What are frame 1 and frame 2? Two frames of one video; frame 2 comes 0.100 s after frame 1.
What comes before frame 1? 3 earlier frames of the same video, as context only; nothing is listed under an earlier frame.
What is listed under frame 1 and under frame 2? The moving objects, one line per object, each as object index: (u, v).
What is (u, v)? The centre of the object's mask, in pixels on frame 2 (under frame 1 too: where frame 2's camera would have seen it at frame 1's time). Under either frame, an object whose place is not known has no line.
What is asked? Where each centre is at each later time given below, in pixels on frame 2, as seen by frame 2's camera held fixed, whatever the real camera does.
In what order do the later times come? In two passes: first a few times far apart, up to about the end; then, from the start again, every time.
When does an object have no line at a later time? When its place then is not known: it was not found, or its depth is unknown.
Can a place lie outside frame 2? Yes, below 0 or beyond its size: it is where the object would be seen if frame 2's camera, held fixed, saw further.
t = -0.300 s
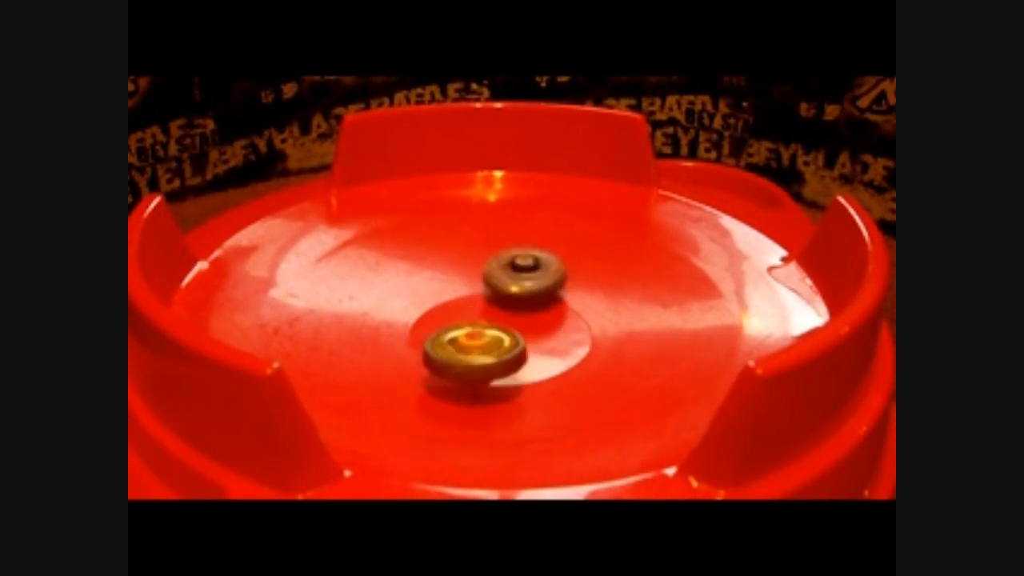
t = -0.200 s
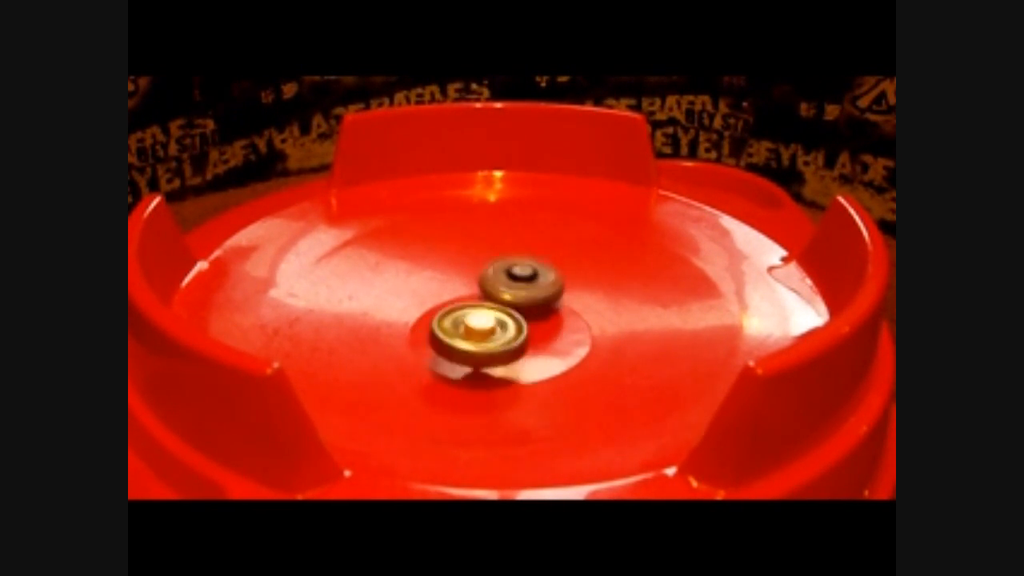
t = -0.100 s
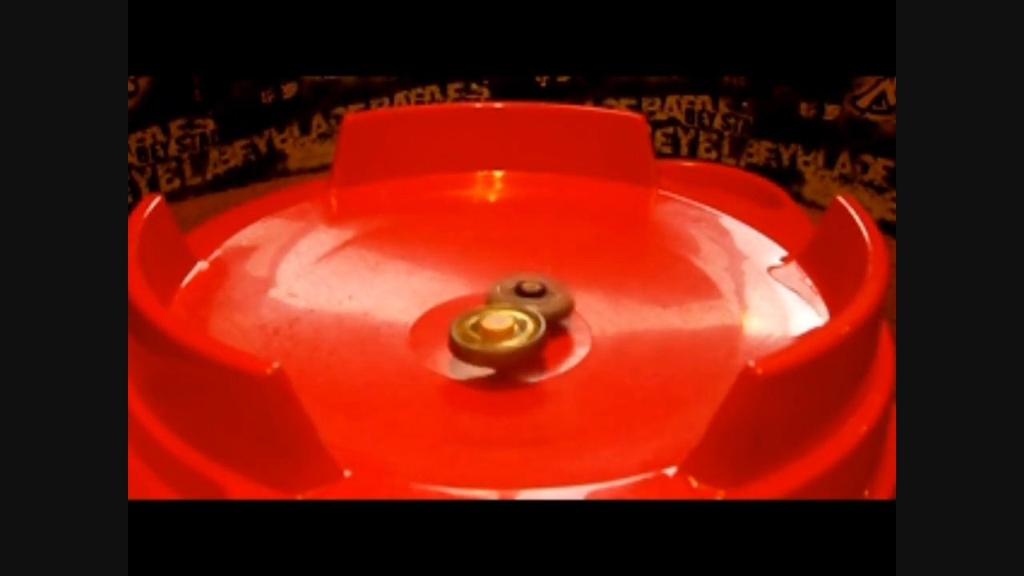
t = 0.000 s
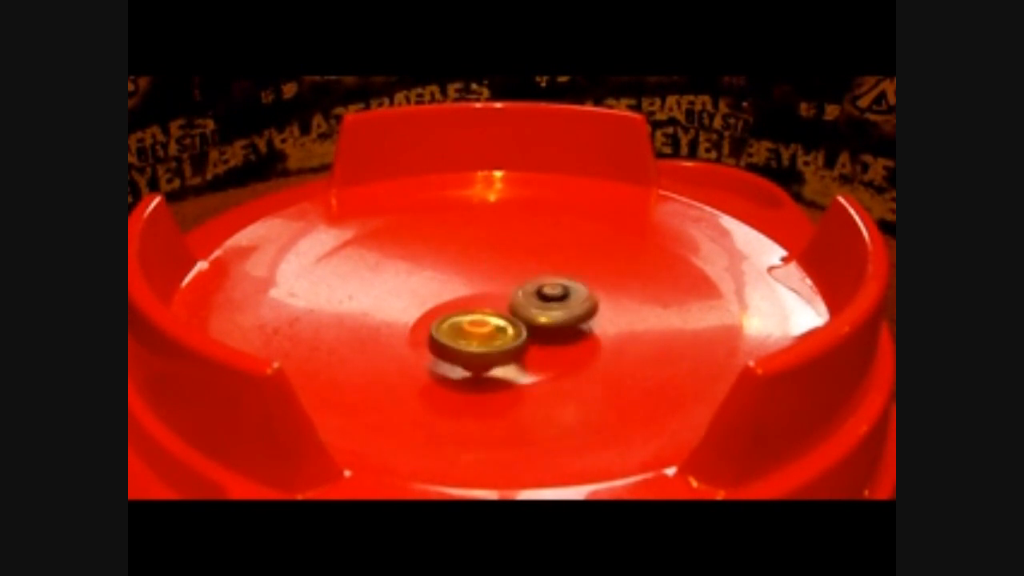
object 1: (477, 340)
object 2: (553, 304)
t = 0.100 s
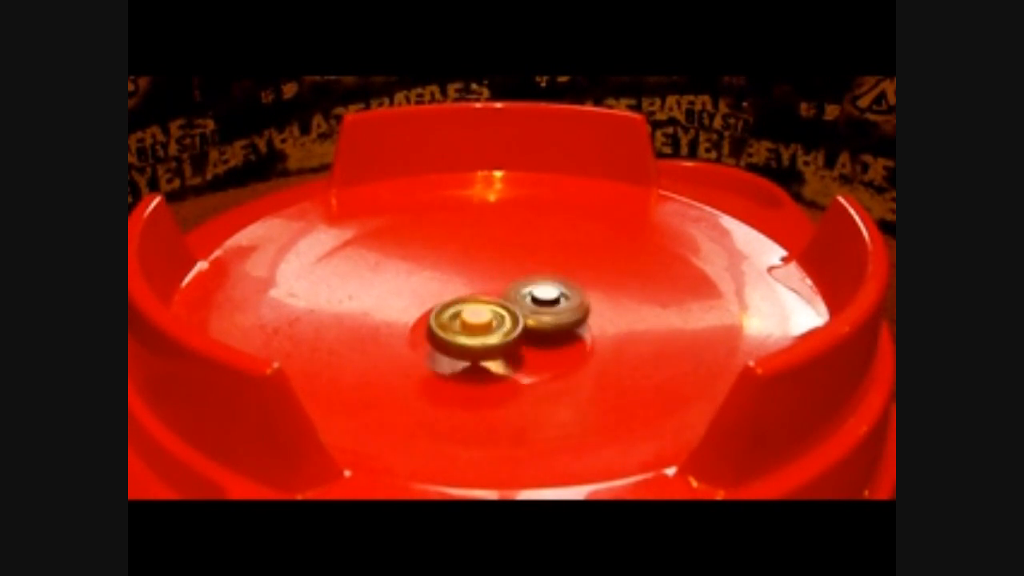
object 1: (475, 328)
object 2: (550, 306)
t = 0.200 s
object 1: (456, 342)
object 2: (563, 307)
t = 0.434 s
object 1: (457, 343)
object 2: (555, 326)
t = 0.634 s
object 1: (458, 336)
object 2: (548, 326)
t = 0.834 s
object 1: (442, 337)
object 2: (588, 319)
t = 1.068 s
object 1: (440, 335)
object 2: (565, 343)
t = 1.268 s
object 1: (430, 332)
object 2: (556, 347)
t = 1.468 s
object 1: (416, 322)
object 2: (547, 350)
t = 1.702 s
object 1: (412, 317)
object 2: (504, 351)
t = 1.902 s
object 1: (413, 297)
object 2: (492, 358)
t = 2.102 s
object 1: (411, 303)
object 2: (463, 355)
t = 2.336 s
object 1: (412, 304)
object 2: (468, 354)
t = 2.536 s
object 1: (427, 293)
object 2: (498, 349)
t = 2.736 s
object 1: (419, 296)
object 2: (487, 354)
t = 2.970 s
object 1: (410, 303)
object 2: (473, 352)
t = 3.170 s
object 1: (409, 297)
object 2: (502, 354)
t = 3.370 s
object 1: (408, 307)
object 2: (485, 355)
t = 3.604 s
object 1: (408, 311)
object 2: (489, 360)
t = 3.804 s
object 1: (411, 308)
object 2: (479, 359)
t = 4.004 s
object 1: (412, 309)
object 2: (479, 357)
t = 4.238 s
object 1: (410, 307)
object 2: (479, 354)
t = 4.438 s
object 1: (410, 308)
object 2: (478, 354)
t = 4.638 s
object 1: (410, 309)
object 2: (478, 356)
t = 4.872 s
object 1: (419, 295)
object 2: (478, 360)
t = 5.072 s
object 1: (418, 298)
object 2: (463, 357)
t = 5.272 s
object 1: (415, 293)
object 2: (482, 360)
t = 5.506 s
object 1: (413, 301)
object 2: (476, 357)
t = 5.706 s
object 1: (412, 306)
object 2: (474, 355)
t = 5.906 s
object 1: (417, 302)
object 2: (483, 361)
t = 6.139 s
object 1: (476, 281)
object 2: (462, 355)
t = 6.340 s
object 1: (464, 284)
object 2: (455, 356)
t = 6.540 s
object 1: (454, 286)
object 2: (458, 353)
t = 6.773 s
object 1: (446, 289)
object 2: (455, 353)
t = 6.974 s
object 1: (440, 292)
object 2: (455, 355)
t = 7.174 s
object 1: (433, 293)
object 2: (458, 352)
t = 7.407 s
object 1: (428, 295)
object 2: (454, 354)
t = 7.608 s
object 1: (427, 296)
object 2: (455, 356)
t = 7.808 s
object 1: (424, 298)
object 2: (456, 356)
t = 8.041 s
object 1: (423, 296)
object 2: (463, 352)
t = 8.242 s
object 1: (417, 297)
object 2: (457, 355)
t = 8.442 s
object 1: (415, 300)
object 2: (460, 353)
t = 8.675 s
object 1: (444, 298)
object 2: (470, 355)
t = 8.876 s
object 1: (436, 285)
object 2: (477, 358)
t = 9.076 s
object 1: (430, 288)
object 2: (472, 356)
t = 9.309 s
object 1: (424, 290)
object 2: (469, 360)
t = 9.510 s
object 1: (419, 293)
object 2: (469, 357)
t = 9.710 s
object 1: (415, 295)
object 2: (464, 356)
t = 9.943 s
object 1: (416, 297)
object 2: (456, 355)
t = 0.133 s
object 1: (445, 344)
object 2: (565, 298)
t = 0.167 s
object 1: (459, 344)
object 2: (564, 303)
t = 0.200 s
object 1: (456, 342)
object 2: (563, 307)
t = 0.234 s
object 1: (453, 340)
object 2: (564, 311)
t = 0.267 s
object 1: (453, 337)
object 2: (565, 316)
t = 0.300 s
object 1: (457, 335)
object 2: (566, 319)
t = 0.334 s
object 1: (460, 336)
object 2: (565, 320)
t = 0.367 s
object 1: (462, 340)
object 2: (563, 322)
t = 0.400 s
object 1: (459, 342)
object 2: (559, 324)
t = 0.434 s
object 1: (457, 343)
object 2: (555, 326)
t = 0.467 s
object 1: (455, 342)
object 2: (548, 326)
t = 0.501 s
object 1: (452, 339)
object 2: (545, 329)
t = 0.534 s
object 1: (449, 340)
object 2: (558, 324)
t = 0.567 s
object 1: (450, 338)
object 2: (557, 325)
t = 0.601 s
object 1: (454, 336)
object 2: (553, 325)
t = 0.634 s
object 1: (458, 336)
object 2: (548, 326)
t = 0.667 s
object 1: (451, 342)
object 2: (553, 324)
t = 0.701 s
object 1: (457, 342)
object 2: (550, 325)
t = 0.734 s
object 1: (454, 340)
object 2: (547, 327)
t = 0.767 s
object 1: (452, 338)
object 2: (546, 329)
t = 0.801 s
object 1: (412, 338)
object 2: (586, 318)
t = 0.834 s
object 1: (442, 337)
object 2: (588, 319)
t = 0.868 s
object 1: (442, 334)
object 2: (585, 319)
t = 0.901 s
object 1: (446, 332)
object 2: (574, 318)
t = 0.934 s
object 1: (452, 333)
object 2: (560, 320)
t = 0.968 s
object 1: (453, 335)
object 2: (548, 327)
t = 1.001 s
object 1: (446, 339)
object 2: (543, 333)
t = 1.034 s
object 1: (446, 338)
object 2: (553, 339)
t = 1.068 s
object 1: (440, 335)
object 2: (565, 343)
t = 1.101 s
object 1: (441, 330)
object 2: (566, 343)
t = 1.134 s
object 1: (448, 328)
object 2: (564, 341)
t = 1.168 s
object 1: (456, 329)
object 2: (558, 339)
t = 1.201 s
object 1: (452, 332)
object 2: (552, 338)
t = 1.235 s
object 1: (437, 335)
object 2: (545, 342)
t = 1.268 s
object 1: (430, 332)
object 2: (556, 347)
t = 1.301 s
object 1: (434, 328)
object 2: (557, 349)
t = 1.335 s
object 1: (441, 323)
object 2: (554, 349)
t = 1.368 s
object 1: (452, 323)
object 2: (555, 347)
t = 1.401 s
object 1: (452, 325)
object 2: (558, 346)
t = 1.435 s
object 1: (396, 319)
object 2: (565, 350)
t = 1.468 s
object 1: (416, 322)
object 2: (547, 350)
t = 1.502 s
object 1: (423, 320)
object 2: (538, 349)
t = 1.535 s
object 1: (431, 317)
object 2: (528, 351)
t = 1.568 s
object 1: (427, 313)
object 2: (535, 360)
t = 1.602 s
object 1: (405, 306)
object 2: (531, 364)
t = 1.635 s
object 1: (406, 310)
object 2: (515, 359)
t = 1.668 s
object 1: (410, 315)
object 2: (508, 355)
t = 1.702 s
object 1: (412, 317)
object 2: (504, 351)
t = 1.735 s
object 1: (408, 311)
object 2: (516, 351)
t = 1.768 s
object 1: (415, 311)
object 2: (508, 354)
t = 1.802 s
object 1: (422, 310)
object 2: (503, 358)
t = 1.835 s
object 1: (426, 312)
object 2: (491, 359)
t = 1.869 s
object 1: (411, 296)
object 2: (496, 361)
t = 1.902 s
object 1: (413, 297)
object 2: (492, 358)
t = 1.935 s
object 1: (419, 296)
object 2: (499, 355)
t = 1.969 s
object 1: (425, 297)
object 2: (497, 352)
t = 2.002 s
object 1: (426, 301)
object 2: (489, 350)
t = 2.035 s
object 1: (420, 302)
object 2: (478, 351)
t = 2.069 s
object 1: (412, 302)
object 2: (471, 354)
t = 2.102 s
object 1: (411, 303)
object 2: (463, 355)
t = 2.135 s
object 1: (413, 301)
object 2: (463, 354)
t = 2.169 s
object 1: (420, 303)
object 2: (471, 354)
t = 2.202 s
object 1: (418, 303)
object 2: (481, 354)
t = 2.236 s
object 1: (408, 302)
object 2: (484, 354)
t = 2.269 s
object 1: (410, 305)
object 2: (479, 354)
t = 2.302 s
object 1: (410, 304)
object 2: (474, 354)
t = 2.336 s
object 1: (412, 304)
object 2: (468, 354)
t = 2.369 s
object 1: (397, 288)
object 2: (493, 363)
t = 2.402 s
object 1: (427, 287)
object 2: (502, 358)
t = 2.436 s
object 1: (429, 286)
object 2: (513, 357)
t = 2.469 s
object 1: (434, 288)
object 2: (519, 354)
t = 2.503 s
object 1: (433, 291)
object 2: (512, 350)
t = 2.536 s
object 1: (427, 293)
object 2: (498, 349)
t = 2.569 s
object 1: (421, 293)
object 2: (486, 355)
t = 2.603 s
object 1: (420, 292)
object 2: (480, 361)
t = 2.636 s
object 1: (422, 290)
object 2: (472, 356)
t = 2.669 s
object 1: (426, 292)
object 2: (481, 357)
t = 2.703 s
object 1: (424, 294)
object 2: (489, 354)
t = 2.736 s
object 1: (419, 296)
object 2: (487, 354)
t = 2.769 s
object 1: (413, 297)
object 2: (480, 352)
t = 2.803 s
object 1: (413, 296)
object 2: (471, 353)
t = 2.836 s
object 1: (418, 296)
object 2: (464, 358)
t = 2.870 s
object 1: (422, 297)
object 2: (458, 356)
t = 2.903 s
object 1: (421, 300)
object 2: (463, 354)
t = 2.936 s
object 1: (413, 301)
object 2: (470, 353)
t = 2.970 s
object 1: (410, 303)
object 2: (473, 352)
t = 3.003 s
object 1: (412, 300)
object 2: (475, 348)
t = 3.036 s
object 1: (416, 299)
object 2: (475, 350)
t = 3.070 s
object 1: (413, 291)
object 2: (486, 357)
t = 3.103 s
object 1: (412, 292)
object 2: (495, 358)
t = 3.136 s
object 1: (410, 293)
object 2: (505, 355)
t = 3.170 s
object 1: (409, 297)
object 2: (502, 354)
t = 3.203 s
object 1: (410, 298)
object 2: (490, 352)
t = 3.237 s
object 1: (411, 299)
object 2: (479, 354)
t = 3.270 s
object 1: (411, 300)
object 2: (473, 360)
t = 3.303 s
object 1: (406, 301)
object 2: (469, 356)
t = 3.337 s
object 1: (408, 307)
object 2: (480, 356)
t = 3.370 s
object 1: (408, 307)
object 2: (485, 355)
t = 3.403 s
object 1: (410, 307)
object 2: (482, 353)
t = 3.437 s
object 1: (408, 304)
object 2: (485, 355)
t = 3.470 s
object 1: (408, 305)
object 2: (482, 357)
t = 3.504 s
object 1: (407, 306)
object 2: (483, 360)
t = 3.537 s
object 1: (406, 308)
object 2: (486, 361)
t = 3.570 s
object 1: (407, 310)
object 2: (489, 360)
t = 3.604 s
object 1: (408, 311)
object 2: (489, 360)
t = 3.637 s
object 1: (409, 310)
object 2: (486, 360)
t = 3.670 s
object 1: (410, 310)
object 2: (482, 361)
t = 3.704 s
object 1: (410, 310)
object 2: (473, 360)
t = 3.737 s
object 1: (409, 307)
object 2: (474, 360)
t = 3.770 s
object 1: (409, 308)
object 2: (478, 357)
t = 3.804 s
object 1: (411, 308)
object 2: (479, 359)
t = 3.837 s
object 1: (413, 308)
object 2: (478, 357)
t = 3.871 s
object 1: (412, 308)
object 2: (476, 357)
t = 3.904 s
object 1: (409, 307)
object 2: (474, 359)
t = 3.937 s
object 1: (409, 307)
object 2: (474, 357)
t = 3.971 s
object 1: (411, 307)
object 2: (476, 357)
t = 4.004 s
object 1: (412, 309)
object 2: (479, 357)
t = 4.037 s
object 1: (411, 309)
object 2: (478, 355)
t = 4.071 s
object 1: (408, 308)
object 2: (475, 355)
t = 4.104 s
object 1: (412, 307)
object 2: (476, 358)
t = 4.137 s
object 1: (413, 307)
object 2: (479, 357)
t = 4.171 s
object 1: (414, 308)
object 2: (484, 357)
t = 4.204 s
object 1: (413, 308)
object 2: (483, 355)
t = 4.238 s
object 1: (410, 307)
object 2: (479, 354)
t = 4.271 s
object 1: (410, 308)
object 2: (475, 355)
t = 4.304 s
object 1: (412, 308)
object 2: (475, 357)
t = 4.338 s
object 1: (414, 309)
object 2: (472, 356)
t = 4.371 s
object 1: (413, 309)
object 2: (477, 356)
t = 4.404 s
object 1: (411, 308)
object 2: (478, 355)
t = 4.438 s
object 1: (410, 308)
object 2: (478, 354)
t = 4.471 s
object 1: (411, 307)
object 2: (479, 355)
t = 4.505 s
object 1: (410, 305)
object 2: (480, 357)
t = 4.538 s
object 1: (409, 306)
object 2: (485, 357)
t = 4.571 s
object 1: (408, 307)
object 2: (487, 356)
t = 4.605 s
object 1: (410, 309)
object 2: (484, 355)
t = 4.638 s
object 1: (410, 309)
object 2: (478, 356)
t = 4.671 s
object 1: (407, 305)
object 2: (477, 359)
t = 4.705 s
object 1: (421, 292)
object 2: (489, 357)
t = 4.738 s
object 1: (424, 293)
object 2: (502, 355)
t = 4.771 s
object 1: (426, 293)
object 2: (501, 355)
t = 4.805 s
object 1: (424, 294)
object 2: (492, 352)
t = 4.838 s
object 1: (419, 294)
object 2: (480, 355)
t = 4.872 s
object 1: (419, 295)
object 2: (478, 360)
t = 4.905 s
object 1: (421, 295)
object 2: (477, 357)
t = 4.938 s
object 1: (421, 295)
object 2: (487, 355)
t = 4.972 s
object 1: (418, 296)
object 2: (486, 354)
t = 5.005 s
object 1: (414, 296)
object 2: (478, 353)
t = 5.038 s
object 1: (415, 296)
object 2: (468, 355)
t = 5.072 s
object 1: (418, 298)
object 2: (463, 357)
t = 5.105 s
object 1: (418, 298)
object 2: (467, 354)
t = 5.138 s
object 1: (414, 299)
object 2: (475, 353)
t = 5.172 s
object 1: (412, 301)
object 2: (476, 349)
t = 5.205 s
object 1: (403, 291)
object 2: (487, 360)
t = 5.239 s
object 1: (415, 293)
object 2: (479, 361)
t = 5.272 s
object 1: (415, 293)
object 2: (482, 360)
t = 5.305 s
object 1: (413, 293)
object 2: (484, 360)
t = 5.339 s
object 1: (414, 297)
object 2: (482, 357)
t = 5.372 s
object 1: (415, 297)
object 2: (477, 358)
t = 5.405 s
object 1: (417, 298)
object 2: (475, 360)
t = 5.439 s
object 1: (415, 298)
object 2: (472, 360)
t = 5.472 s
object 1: (413, 299)
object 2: (475, 359)
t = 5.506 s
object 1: (413, 301)
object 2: (476, 357)
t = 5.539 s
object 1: (414, 302)
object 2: (473, 356)
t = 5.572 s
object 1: (412, 302)
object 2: (471, 358)
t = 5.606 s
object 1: (410, 302)
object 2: (470, 360)
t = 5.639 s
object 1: (412, 305)
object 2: (472, 359)
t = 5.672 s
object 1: (412, 306)
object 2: (475, 357)
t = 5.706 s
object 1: (412, 306)
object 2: (474, 355)
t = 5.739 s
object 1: (409, 303)
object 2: (471, 357)
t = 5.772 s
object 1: (413, 305)
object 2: (471, 359)
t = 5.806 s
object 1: (414, 304)
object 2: (473, 359)
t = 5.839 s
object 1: (414, 306)
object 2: (477, 356)
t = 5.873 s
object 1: (413, 305)
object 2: (476, 355)
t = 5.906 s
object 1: (417, 302)
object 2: (483, 361)
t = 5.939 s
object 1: (433, 285)
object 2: (481, 357)
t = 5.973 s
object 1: (462, 288)
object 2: (483, 357)
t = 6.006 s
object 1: (480, 285)
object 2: (485, 370)
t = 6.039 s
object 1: (480, 280)
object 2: (475, 359)
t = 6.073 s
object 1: (479, 281)
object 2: (468, 356)
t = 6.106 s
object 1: (478, 282)
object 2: (467, 353)
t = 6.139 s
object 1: (476, 281)
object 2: (462, 355)
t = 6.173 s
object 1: (474, 281)
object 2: (457, 356)
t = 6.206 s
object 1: (473, 282)
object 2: (458, 353)
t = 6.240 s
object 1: (470, 283)
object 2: (461, 352)
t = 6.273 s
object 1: (468, 282)
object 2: (459, 353)
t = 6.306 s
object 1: (466, 283)
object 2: (457, 352)
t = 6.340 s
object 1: (464, 284)
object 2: (455, 356)
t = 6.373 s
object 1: (461, 284)
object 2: (458, 353)
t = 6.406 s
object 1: (460, 284)
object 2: (458, 352)
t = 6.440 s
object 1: (458, 285)
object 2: (457, 351)
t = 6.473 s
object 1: (457, 286)
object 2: (455, 354)
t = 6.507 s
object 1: (455, 287)
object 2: (454, 355)
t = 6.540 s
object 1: (454, 286)
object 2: (458, 353)
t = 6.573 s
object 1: (453, 287)
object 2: (458, 353)
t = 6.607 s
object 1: (452, 287)
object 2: (456, 353)
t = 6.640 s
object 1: (450, 288)
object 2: (455, 355)
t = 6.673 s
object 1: (450, 288)
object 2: (454, 356)
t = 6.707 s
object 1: (449, 288)
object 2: (458, 352)
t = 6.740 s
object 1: (447, 289)
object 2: (457, 353)
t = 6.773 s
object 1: (446, 289)
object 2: (455, 353)
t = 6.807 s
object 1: (446, 289)
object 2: (455, 355)
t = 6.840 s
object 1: (445, 290)
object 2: (455, 356)
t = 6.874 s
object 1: (442, 291)
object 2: (458, 352)
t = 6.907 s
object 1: (441, 290)
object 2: (457, 353)
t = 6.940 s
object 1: (441, 291)
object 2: (455, 353)
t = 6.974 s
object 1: (440, 292)
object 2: (455, 355)
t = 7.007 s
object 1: (438, 292)
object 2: (456, 352)
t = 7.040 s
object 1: (437, 291)
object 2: (457, 353)
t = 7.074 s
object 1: (436, 292)
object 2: (455, 353)
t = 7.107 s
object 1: (435, 292)
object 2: (454, 354)
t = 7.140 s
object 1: (434, 294)
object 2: (453, 356)
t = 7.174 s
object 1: (433, 293)
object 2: (458, 352)
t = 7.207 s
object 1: (432, 293)
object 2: (457, 353)
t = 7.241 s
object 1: (430, 293)
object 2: (454, 353)
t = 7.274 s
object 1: (430, 294)
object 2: (455, 355)
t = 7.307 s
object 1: (429, 295)
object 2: (456, 353)
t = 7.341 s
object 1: (429, 295)
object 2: (457, 354)
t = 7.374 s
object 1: (427, 295)
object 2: (455, 353)
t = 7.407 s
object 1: (428, 295)
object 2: (454, 354)
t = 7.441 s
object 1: (428, 296)
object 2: (455, 355)
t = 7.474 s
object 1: (428, 297)
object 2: (457, 355)
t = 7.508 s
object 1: (427, 295)
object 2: (461, 357)
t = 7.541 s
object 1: (427, 295)
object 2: (459, 357)
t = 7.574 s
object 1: (427, 295)
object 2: (456, 356)
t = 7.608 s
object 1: (427, 296)
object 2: (455, 356)
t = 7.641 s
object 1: (426, 296)
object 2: (455, 355)
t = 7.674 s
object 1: (426, 296)
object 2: (455, 356)
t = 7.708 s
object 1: (425, 296)
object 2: (456, 356)
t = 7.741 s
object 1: (425, 297)
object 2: (455, 356)
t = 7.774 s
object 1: (425, 298)
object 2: (456, 356)
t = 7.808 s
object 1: (424, 298)
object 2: (456, 356)
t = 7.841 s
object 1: (424, 295)
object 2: (459, 358)
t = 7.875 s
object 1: (422, 296)
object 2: (463, 353)
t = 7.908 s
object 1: (422, 296)
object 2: (465, 354)
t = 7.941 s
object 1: (423, 295)
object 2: (460, 352)
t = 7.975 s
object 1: (421, 296)
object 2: (459, 356)
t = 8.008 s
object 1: (421, 298)
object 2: (458, 353)
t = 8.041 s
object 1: (423, 296)
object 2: (463, 352)
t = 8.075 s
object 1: (421, 297)
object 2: (460, 353)
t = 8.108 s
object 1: (418, 296)
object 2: (460, 357)
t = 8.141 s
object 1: (420, 296)
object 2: (460, 353)
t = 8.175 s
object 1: (421, 296)
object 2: (463, 354)
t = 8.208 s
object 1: (418, 296)
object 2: (461, 354)
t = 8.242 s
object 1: (417, 297)
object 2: (457, 355)
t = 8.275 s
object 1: (420, 297)
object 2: (458, 353)
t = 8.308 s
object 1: (419, 298)
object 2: (459, 354)
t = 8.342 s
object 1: (416, 300)
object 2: (460, 353)
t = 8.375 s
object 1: (418, 298)
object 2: (459, 354)
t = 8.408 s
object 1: (418, 298)
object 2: (459, 353)
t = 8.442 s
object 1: (415, 300)
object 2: (460, 353)
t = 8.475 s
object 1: (416, 300)
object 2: (459, 354)
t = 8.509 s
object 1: (416, 298)
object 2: (457, 354)
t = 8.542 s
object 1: (412, 300)
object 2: (455, 352)
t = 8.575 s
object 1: (413, 301)
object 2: (460, 352)
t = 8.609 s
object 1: (414, 300)
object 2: (460, 353)
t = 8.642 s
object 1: (423, 296)
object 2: (468, 358)
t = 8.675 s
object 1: (444, 298)
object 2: (470, 355)
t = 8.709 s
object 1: (442, 283)
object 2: (490, 363)
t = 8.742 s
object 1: (441, 284)
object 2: (484, 359)
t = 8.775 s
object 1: (438, 283)
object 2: (481, 359)
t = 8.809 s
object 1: (439, 284)
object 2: (477, 361)
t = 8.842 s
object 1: (438, 285)
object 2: (477, 360)
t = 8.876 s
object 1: (436, 285)
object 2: (477, 358)
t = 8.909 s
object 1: (437, 286)
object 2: (476, 359)
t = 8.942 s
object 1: (435, 287)
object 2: (473, 360)
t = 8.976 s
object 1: (433, 286)
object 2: (475, 358)
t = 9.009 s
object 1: (434, 286)
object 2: (473, 357)
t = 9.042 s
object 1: (431, 288)
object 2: (473, 359)
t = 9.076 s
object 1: (430, 288)
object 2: (472, 356)
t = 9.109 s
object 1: (430, 289)
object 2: (474, 358)
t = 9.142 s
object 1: (427, 289)
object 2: (472, 357)
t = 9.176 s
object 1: (426, 288)
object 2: (470, 360)
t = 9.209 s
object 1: (426, 289)
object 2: (471, 359)
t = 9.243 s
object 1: (423, 290)
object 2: (472, 357)
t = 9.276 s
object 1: (423, 288)
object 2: (469, 357)
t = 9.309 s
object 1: (424, 290)
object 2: (469, 360)
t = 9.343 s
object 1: (420, 291)
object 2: (472, 356)
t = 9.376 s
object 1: (421, 289)
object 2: (471, 357)
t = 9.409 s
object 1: (421, 292)
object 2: (469, 358)
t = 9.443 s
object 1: (418, 291)
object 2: (468, 356)
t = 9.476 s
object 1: (419, 290)
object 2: (470, 357)
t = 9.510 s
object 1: (419, 293)
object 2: (469, 357)
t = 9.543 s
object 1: (416, 292)
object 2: (468, 358)
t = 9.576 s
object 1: (418, 292)
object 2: (467, 357)
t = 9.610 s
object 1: (417, 294)
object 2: (467, 356)
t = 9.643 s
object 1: (415, 293)
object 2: (466, 356)
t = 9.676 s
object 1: (417, 294)
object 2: (463, 355)
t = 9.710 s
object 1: (415, 295)
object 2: (464, 356)
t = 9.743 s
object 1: (415, 295)
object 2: (463, 356)
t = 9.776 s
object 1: (417, 296)
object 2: (462, 358)
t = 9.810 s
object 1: (415, 296)
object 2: (460, 354)
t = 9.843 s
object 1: (415, 295)
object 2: (460, 355)
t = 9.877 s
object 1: (417, 296)
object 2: (459, 356)
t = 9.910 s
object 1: (414, 297)
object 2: (456, 353)
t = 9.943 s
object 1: (416, 297)
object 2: (456, 355)
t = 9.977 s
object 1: (414, 297)
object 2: (456, 355)
